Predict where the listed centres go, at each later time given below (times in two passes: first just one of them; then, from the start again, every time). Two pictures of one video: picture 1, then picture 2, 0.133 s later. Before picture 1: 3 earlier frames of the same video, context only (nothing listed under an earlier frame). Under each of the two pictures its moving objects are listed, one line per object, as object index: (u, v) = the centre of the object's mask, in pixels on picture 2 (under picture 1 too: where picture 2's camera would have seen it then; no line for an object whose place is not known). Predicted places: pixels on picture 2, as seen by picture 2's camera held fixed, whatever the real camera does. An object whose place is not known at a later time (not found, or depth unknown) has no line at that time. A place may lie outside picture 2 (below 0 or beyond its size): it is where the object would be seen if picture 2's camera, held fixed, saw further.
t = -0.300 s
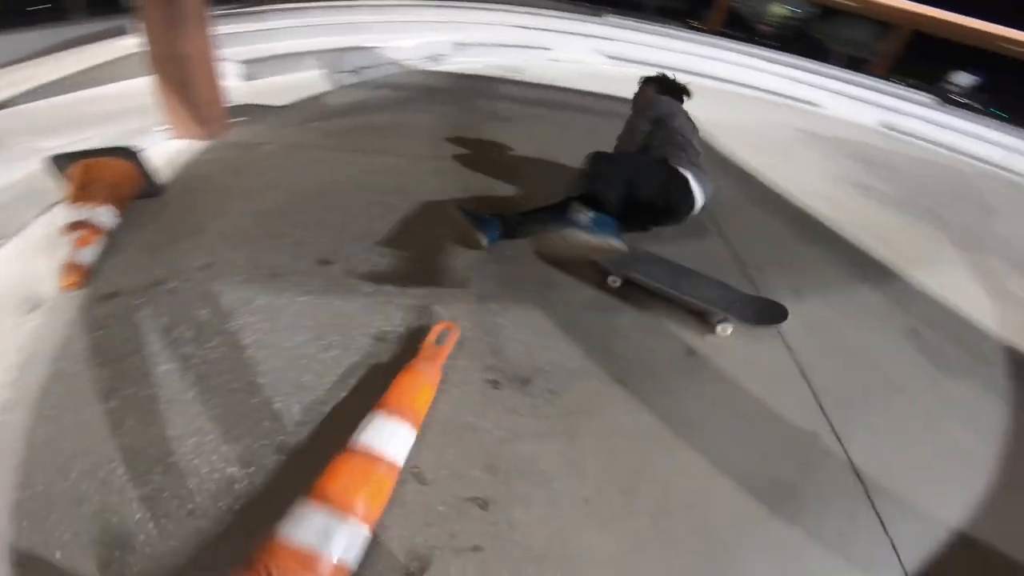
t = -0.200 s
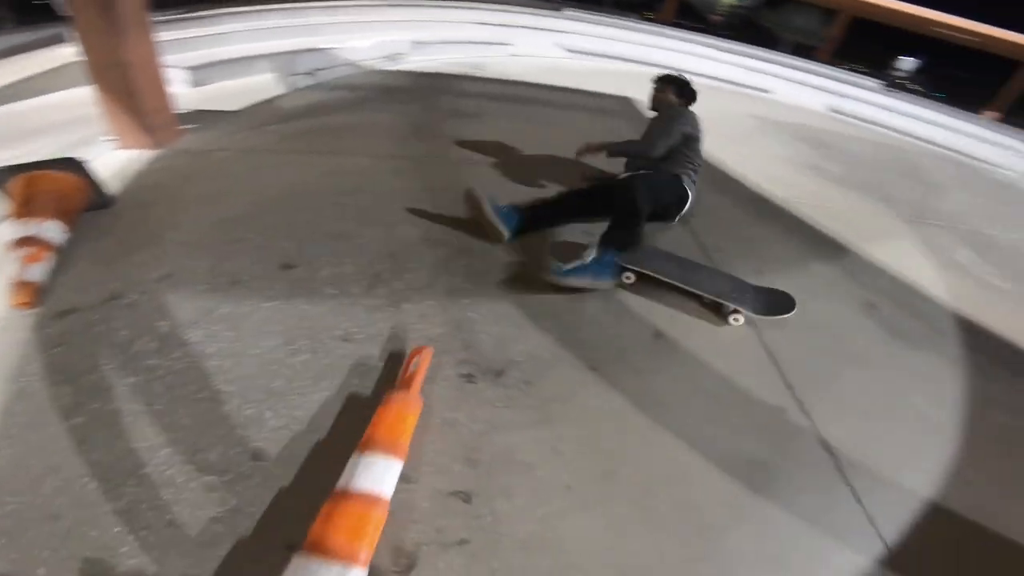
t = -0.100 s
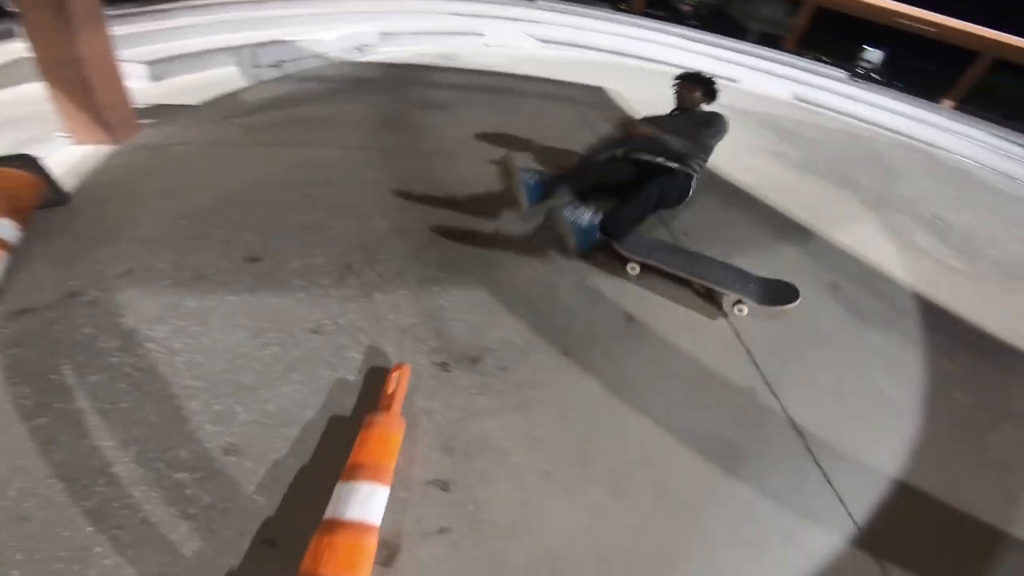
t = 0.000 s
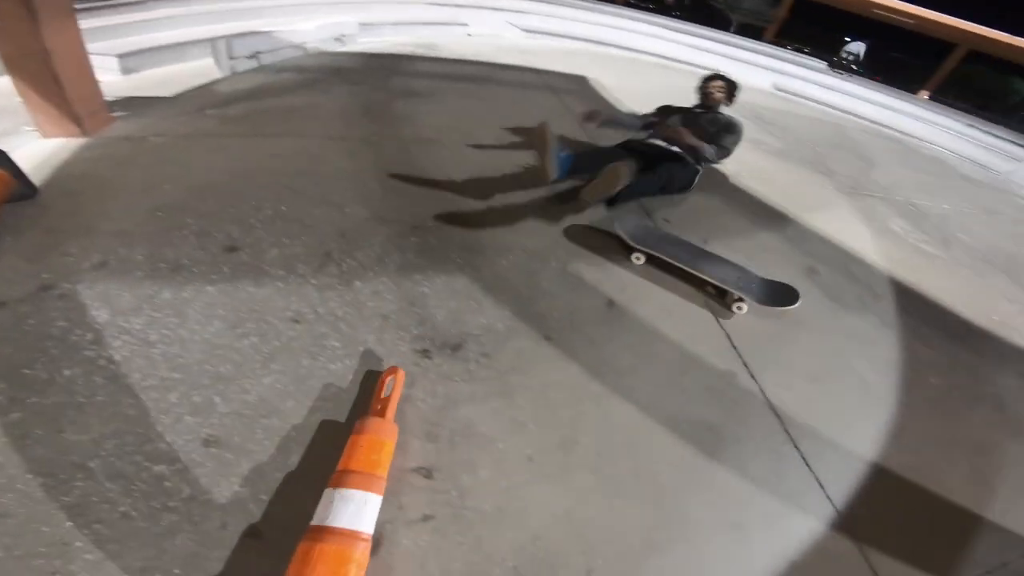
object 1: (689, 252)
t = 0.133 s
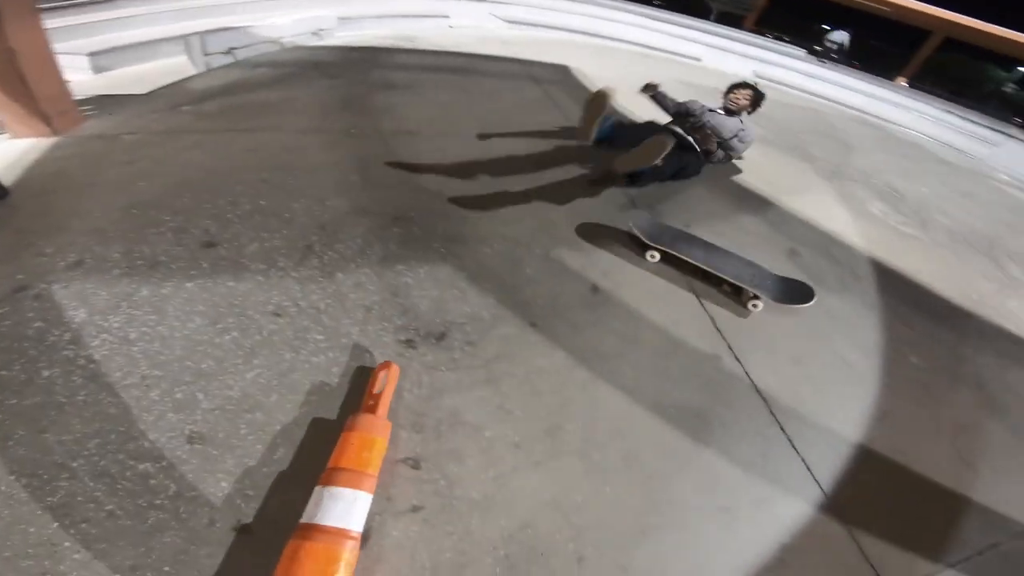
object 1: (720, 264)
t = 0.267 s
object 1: (744, 275)
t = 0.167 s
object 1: (727, 267)
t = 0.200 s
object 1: (733, 270)
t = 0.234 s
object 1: (739, 273)
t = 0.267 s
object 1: (744, 275)
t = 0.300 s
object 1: (757, 282)
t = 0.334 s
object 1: (764, 285)
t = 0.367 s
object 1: (772, 289)
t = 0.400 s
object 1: (779, 294)
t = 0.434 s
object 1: (789, 298)
